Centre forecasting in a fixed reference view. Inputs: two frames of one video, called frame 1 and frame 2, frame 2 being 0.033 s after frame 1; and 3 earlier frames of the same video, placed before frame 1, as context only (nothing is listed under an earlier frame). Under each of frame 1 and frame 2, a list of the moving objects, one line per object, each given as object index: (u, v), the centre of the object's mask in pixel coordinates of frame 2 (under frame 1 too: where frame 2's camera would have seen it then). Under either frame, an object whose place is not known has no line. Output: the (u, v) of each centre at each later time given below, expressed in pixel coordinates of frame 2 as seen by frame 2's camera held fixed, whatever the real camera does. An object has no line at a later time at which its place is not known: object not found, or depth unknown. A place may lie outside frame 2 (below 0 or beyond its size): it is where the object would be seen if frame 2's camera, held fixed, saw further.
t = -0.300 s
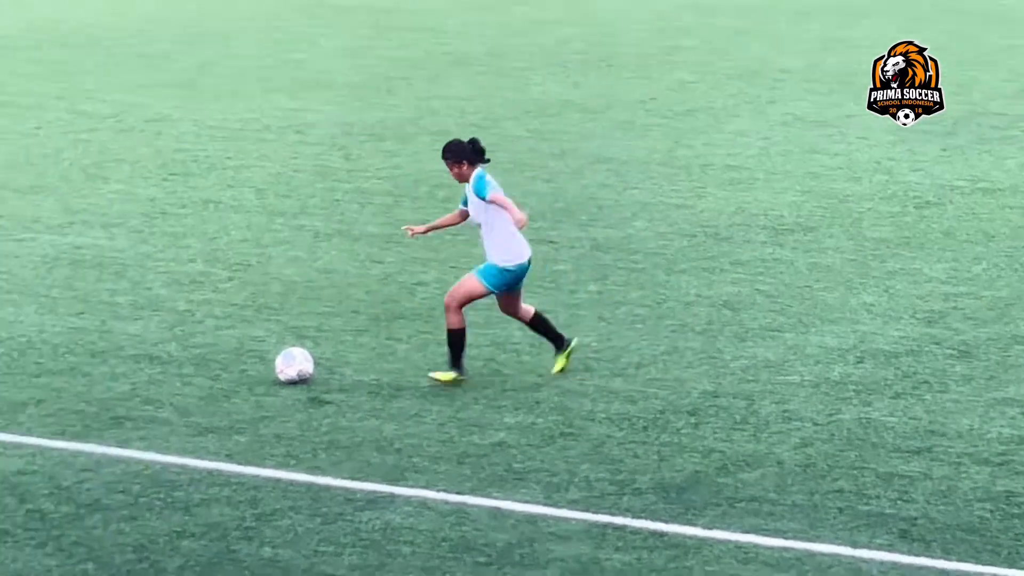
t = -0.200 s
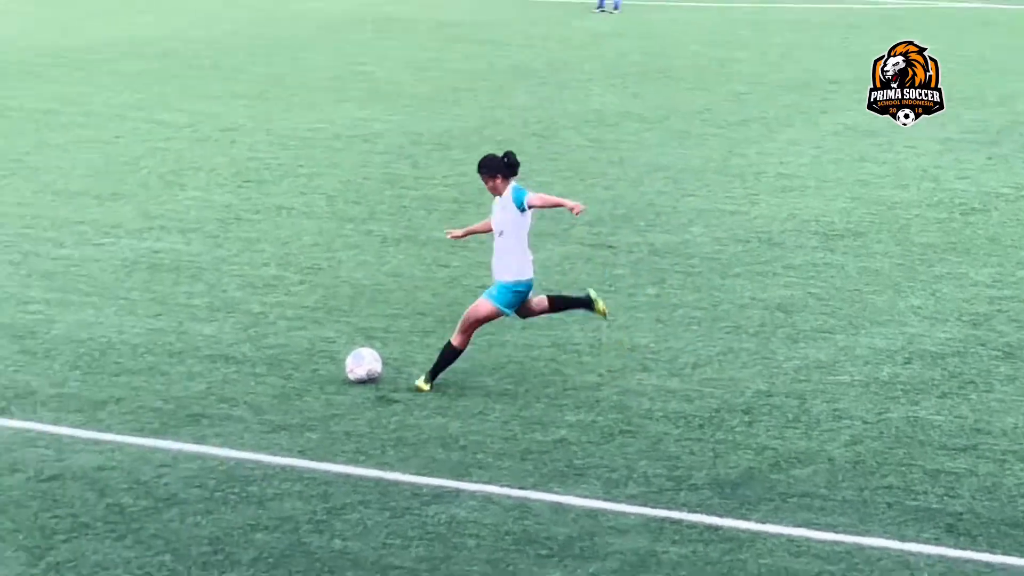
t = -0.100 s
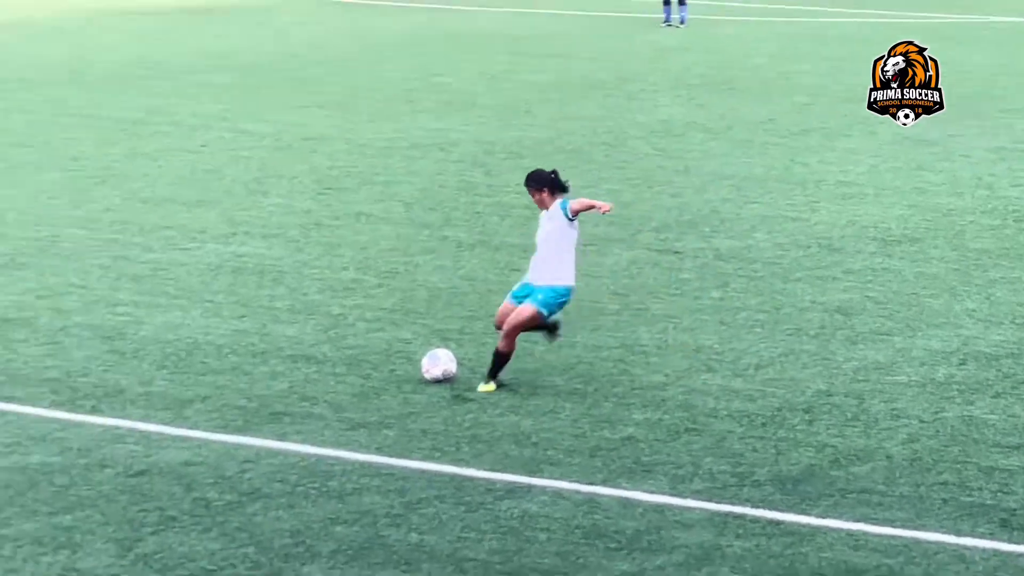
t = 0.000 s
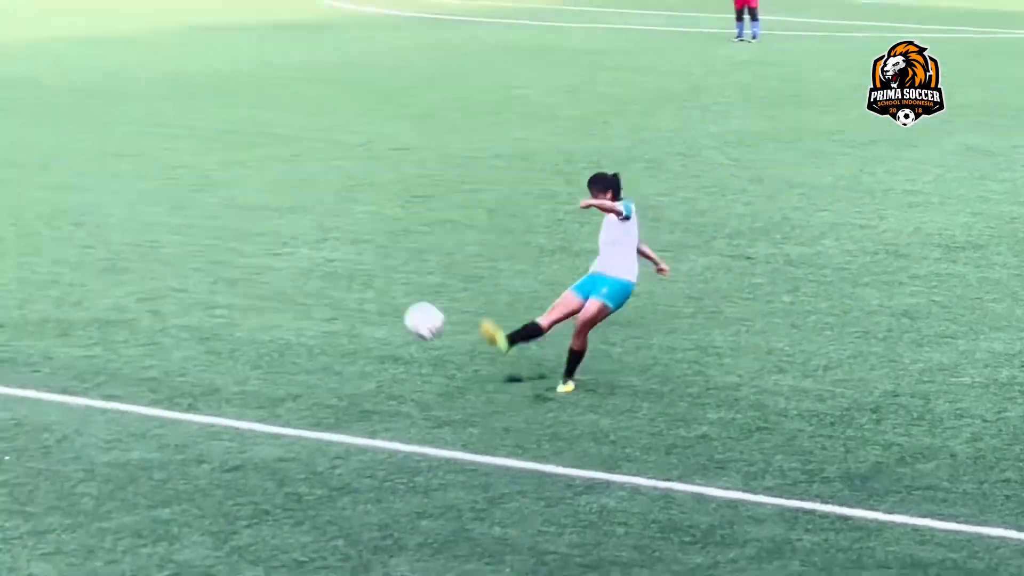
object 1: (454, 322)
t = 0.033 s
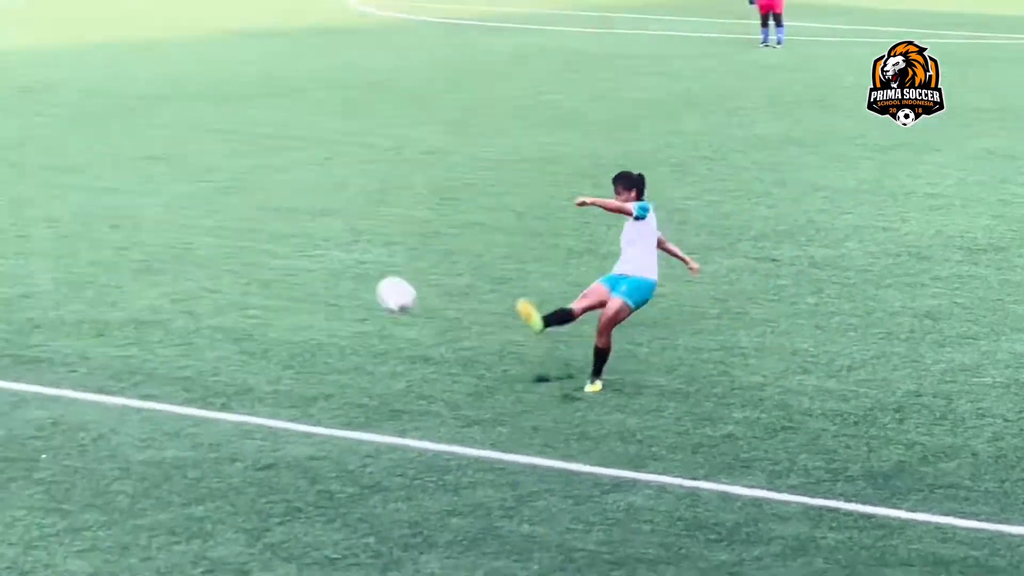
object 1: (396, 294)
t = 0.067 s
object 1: (336, 268)
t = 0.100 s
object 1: (275, 240)
